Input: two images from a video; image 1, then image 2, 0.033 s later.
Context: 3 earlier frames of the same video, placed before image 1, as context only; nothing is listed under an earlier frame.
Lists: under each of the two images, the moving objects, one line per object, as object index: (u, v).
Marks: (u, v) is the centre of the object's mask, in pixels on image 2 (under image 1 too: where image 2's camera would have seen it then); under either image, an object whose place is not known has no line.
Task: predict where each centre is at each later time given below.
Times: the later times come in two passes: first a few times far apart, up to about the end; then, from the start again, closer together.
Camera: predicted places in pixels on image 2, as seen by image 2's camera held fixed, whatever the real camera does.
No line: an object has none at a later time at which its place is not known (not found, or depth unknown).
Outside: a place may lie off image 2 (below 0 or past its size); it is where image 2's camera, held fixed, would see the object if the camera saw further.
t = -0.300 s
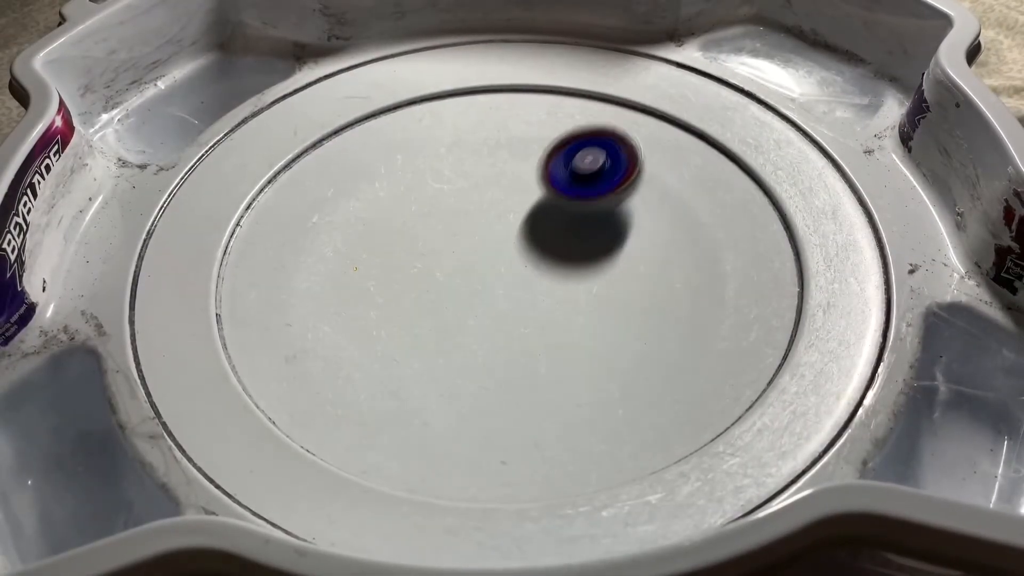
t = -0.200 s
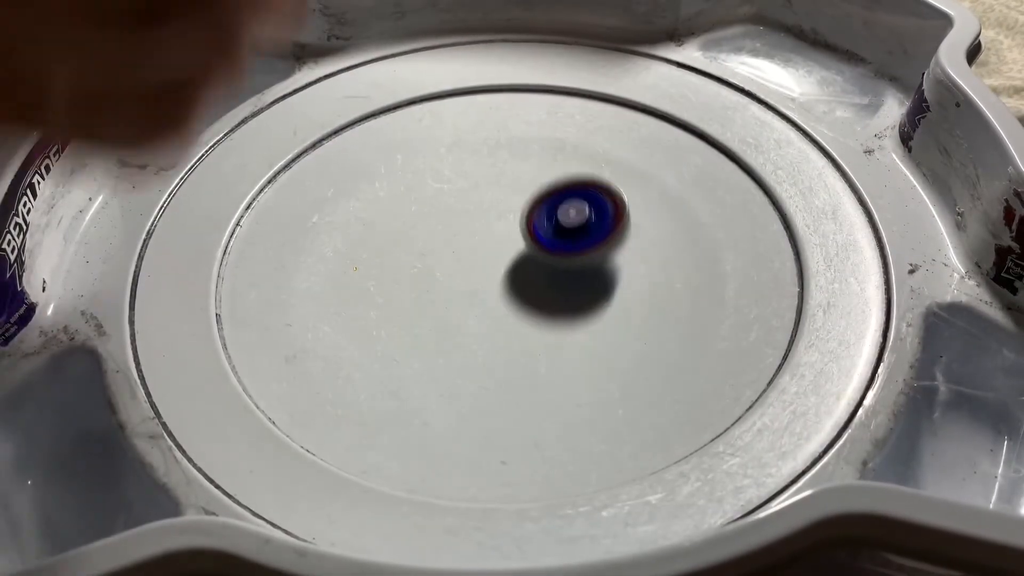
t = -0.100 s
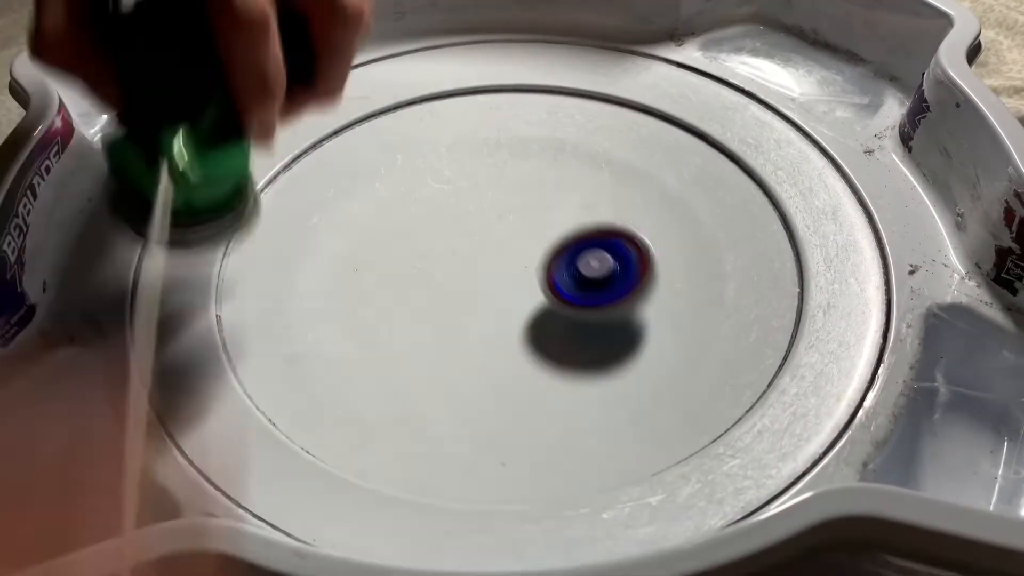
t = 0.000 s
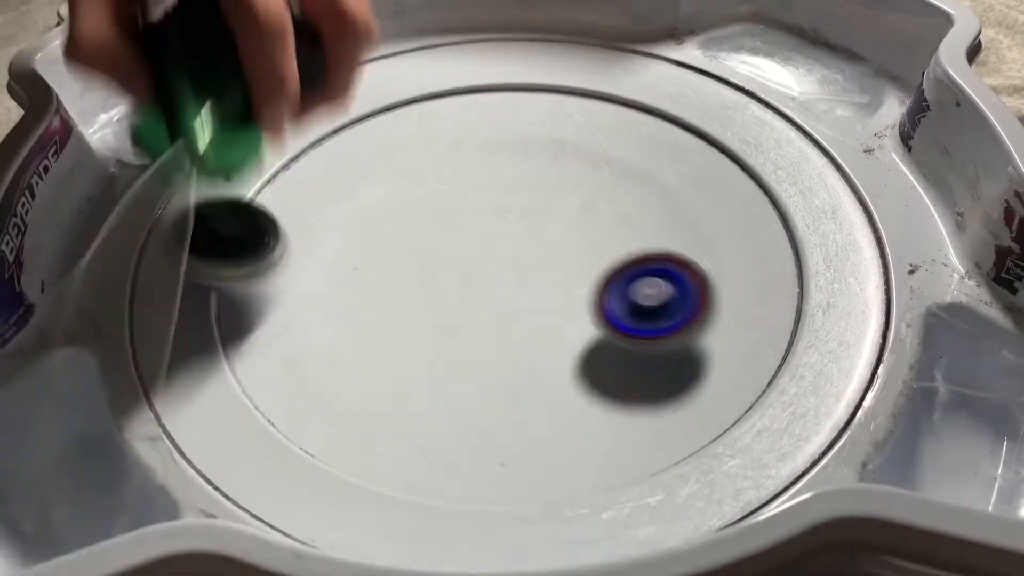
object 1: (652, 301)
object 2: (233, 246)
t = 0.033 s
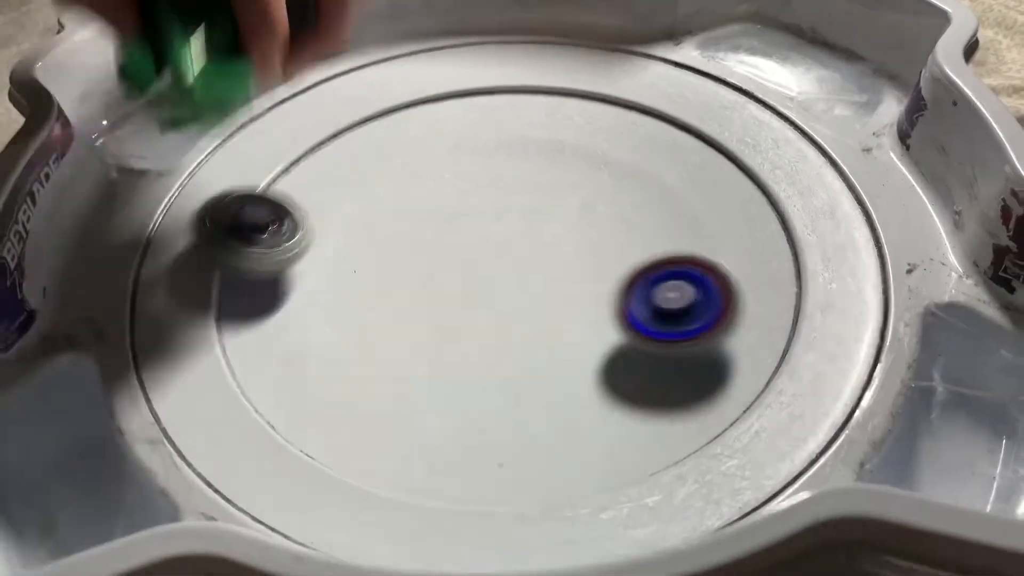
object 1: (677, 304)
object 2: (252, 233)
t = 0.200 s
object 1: (781, 281)
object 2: (371, 129)
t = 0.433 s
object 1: (708, 216)
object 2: (464, 90)
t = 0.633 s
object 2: (490, 143)
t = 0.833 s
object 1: (539, 372)
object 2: (512, 210)
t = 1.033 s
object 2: (583, 205)
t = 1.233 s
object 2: (619, 133)
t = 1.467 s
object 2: (506, 89)
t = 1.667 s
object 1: (386, 353)
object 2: (390, 264)
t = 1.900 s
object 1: (485, 485)
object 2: (663, 319)
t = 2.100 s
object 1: (574, 381)
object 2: (793, 179)
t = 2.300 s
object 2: (688, 50)
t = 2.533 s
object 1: (350, 272)
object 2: (393, 140)
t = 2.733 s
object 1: (412, 423)
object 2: (351, 292)
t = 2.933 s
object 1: (871, 367)
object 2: (556, 340)
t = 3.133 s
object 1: (777, 71)
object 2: (736, 173)
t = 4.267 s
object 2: (274, 148)
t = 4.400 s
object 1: (720, 459)
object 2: (286, 395)
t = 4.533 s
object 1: (874, 223)
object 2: (672, 422)
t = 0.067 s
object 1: (698, 303)
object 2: (277, 206)
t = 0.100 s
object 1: (720, 300)
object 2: (302, 186)
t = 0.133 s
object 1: (744, 293)
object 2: (329, 165)
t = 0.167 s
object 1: (764, 289)
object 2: (354, 144)
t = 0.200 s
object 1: (781, 281)
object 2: (371, 129)
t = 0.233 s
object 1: (786, 268)
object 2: (390, 114)
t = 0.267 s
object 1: (781, 254)
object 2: (407, 103)
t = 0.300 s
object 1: (773, 241)
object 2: (421, 95)
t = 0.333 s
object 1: (763, 231)
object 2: (435, 89)
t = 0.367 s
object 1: (750, 223)
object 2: (446, 87)
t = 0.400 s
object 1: (730, 218)
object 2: (456, 87)
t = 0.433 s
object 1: (708, 216)
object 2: (464, 90)
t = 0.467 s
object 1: (681, 216)
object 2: (471, 94)
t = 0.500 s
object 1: (653, 221)
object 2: (477, 102)
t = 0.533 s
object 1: (628, 229)
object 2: (481, 110)
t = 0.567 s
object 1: (603, 241)
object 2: (486, 119)
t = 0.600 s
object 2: (488, 130)
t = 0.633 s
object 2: (490, 143)
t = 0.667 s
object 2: (492, 157)
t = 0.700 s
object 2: (494, 169)
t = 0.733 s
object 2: (497, 182)
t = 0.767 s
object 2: (500, 192)
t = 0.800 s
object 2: (505, 202)
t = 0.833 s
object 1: (539, 372)
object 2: (512, 210)
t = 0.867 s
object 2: (521, 215)
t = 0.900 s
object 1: (565, 398)
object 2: (531, 218)
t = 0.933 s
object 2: (543, 218)
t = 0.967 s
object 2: (556, 216)
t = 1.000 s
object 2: (570, 212)
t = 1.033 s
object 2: (583, 205)
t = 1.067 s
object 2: (596, 197)
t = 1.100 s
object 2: (607, 186)
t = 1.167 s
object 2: (619, 162)
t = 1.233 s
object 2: (619, 133)
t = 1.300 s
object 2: (607, 105)
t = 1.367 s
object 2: (583, 77)
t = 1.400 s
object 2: (562, 71)
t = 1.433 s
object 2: (536, 80)
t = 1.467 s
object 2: (506, 89)
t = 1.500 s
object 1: (493, 302)
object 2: (472, 102)
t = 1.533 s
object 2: (441, 124)
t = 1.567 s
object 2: (415, 153)
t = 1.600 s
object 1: (425, 321)
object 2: (395, 191)
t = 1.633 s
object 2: (386, 231)
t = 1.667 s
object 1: (386, 353)
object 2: (390, 264)
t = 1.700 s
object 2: (407, 281)
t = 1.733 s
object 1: (356, 431)
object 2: (434, 290)
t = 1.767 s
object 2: (469, 306)
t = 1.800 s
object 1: (398, 493)
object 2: (507, 318)
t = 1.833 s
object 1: (422, 505)
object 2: (558, 324)
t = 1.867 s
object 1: (456, 495)
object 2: (610, 326)
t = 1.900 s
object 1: (485, 485)
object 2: (663, 319)
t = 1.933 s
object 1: (505, 472)
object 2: (715, 305)
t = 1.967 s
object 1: (519, 459)
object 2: (764, 281)
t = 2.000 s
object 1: (535, 450)
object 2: (797, 255)
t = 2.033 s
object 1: (553, 430)
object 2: (803, 227)
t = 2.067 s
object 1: (566, 405)
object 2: (799, 204)
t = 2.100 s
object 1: (574, 381)
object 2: (793, 179)
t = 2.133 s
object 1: (579, 359)
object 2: (788, 155)
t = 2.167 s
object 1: (578, 336)
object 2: (782, 129)
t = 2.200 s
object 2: (775, 107)
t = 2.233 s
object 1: (562, 297)
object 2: (761, 80)
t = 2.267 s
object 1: (548, 280)
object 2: (728, 59)
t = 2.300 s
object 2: (688, 50)
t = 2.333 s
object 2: (643, 46)
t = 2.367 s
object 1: (490, 240)
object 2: (598, 53)
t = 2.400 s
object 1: (466, 229)
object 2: (553, 63)
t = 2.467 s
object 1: (422, 215)
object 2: (457, 118)
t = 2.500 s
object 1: (395, 226)
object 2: (419, 137)
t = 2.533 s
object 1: (350, 272)
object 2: (393, 140)
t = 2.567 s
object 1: (314, 311)
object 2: (372, 147)
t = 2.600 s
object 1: (287, 347)
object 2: (353, 163)
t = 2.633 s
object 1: (274, 377)
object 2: (341, 184)
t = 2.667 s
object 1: (301, 393)
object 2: (337, 213)
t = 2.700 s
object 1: (348, 420)
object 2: (337, 249)
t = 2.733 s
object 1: (412, 423)
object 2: (351, 292)
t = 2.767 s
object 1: (469, 417)
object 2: (380, 333)
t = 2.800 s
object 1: (546, 427)
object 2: (414, 357)
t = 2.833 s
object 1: (639, 427)
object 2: (438, 356)
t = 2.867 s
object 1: (730, 411)
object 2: (472, 353)
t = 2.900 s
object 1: (829, 414)
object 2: (510, 349)
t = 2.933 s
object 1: (871, 367)
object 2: (556, 340)
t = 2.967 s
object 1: (889, 307)
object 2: (605, 327)
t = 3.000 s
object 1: (890, 253)
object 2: (652, 305)
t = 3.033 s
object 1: (881, 202)
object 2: (692, 275)
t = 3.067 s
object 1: (865, 157)
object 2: (719, 242)
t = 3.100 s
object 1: (834, 112)
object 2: (733, 208)
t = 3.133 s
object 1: (777, 71)
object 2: (736, 173)
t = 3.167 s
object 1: (711, 35)
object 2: (726, 138)
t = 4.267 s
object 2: (274, 148)
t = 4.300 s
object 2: (231, 201)
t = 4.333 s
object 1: (506, 467)
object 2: (213, 267)
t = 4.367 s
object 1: (621, 471)
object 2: (230, 333)
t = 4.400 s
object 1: (720, 459)
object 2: (286, 395)
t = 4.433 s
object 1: (784, 381)
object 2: (371, 446)
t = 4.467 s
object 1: (831, 326)
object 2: (483, 463)
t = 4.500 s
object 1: (860, 270)
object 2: (584, 454)
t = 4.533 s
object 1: (874, 223)
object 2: (672, 422)
